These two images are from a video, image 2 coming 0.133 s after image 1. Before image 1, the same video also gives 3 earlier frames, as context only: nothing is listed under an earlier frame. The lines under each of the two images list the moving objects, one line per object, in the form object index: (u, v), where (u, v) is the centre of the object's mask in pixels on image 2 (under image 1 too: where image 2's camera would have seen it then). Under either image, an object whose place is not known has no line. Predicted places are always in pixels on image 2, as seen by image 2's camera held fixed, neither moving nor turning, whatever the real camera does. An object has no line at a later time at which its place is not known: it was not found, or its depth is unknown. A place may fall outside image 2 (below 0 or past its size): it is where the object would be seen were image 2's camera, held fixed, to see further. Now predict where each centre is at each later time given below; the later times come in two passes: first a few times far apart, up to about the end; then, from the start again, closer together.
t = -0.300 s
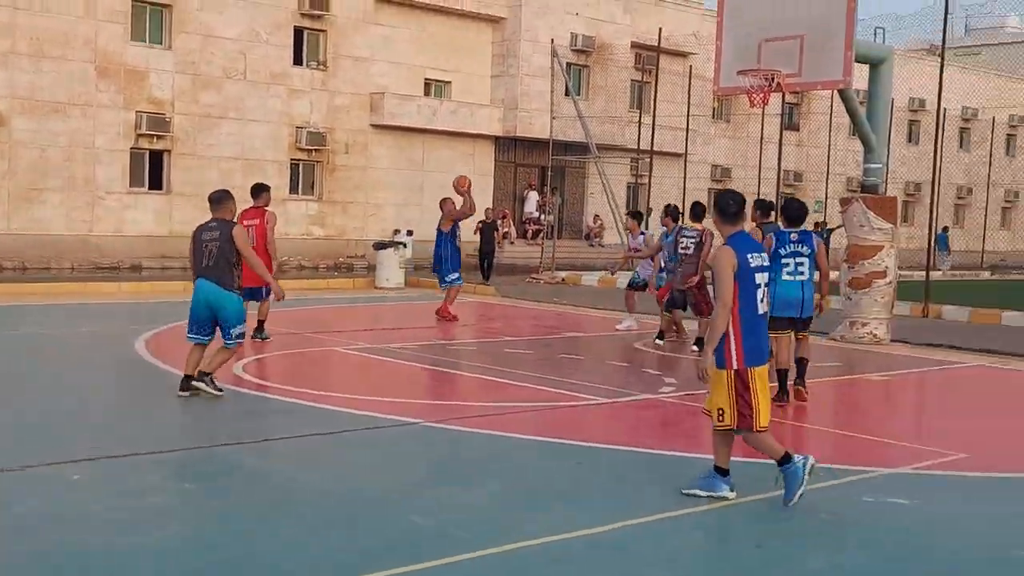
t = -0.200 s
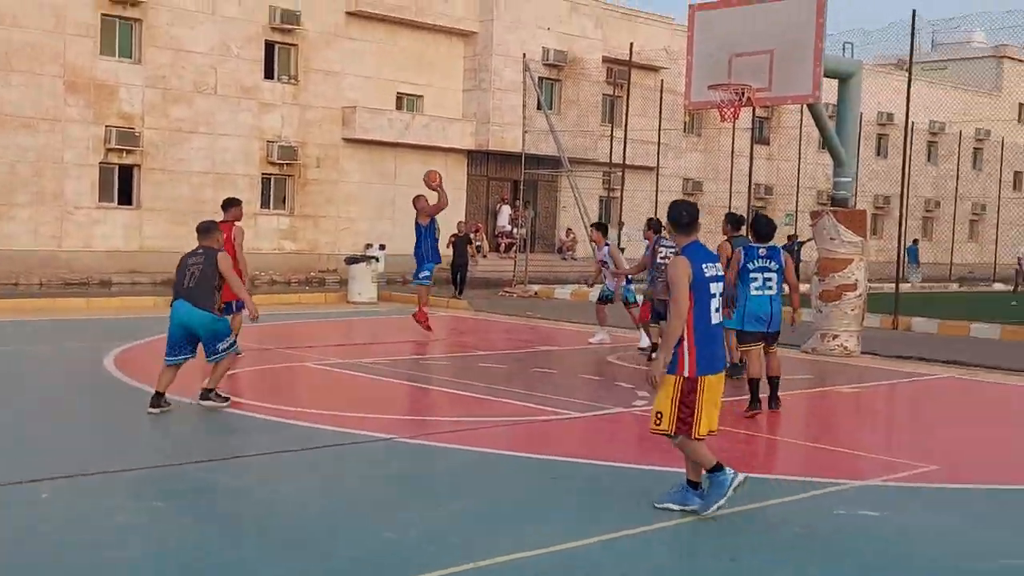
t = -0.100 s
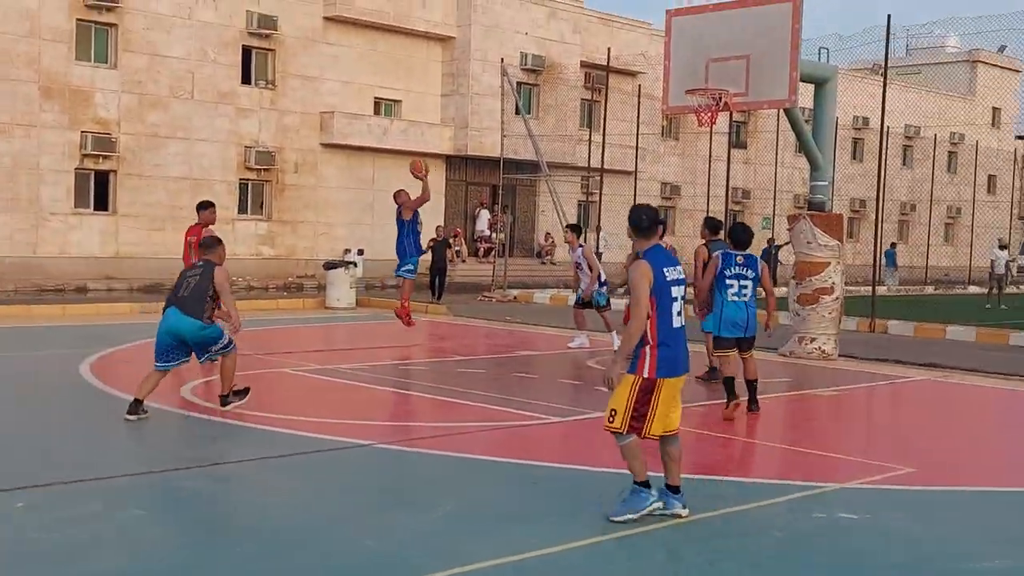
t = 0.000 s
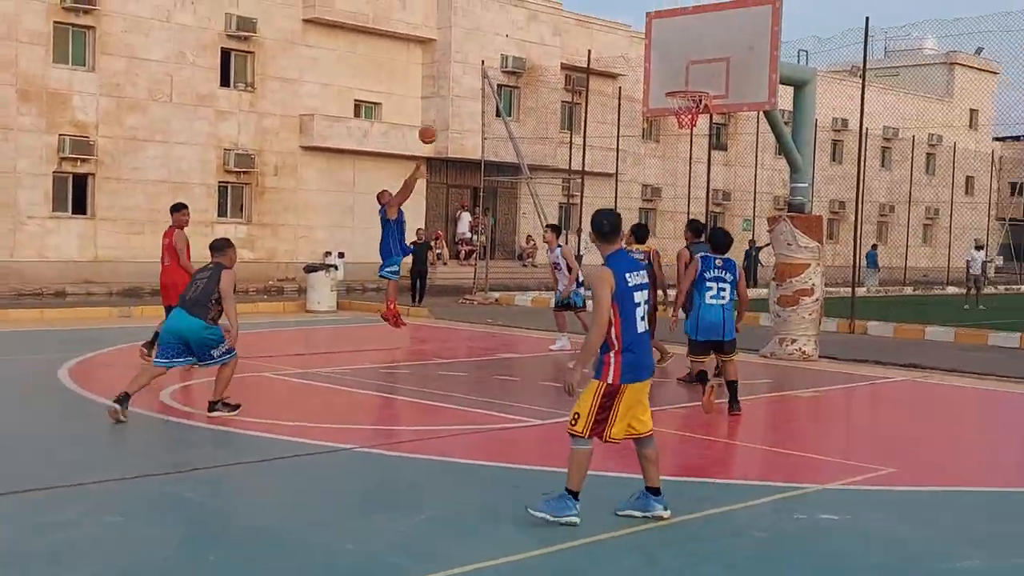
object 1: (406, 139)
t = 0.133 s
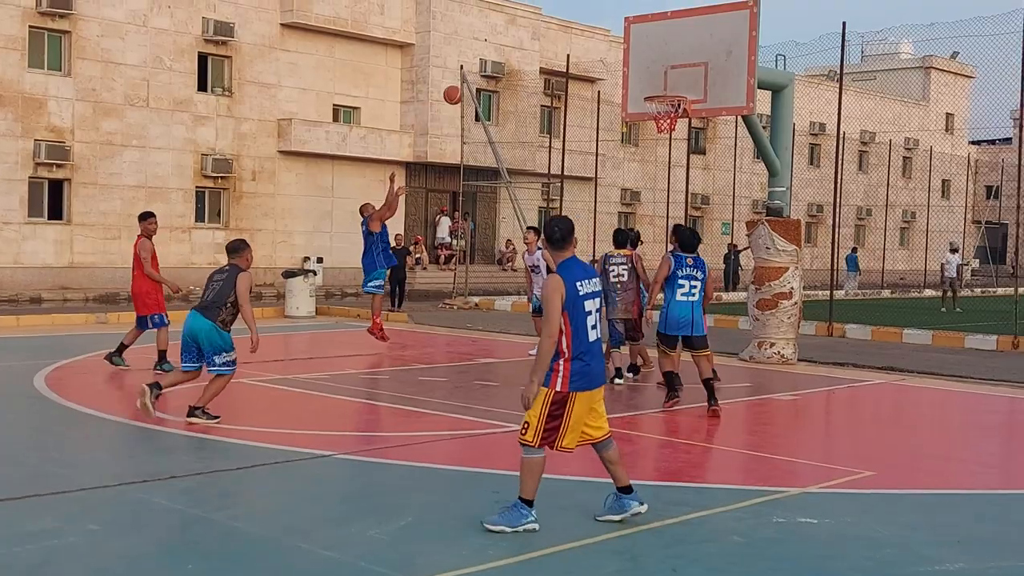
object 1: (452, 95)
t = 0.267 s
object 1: (499, 65)
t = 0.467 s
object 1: (572, 43)
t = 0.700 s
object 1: (646, 58)
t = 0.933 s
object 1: (666, 110)
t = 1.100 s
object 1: (654, 149)
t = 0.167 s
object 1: (464, 86)
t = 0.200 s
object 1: (475, 78)
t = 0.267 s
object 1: (499, 65)
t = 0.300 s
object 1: (512, 59)
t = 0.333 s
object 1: (524, 54)
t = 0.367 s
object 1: (536, 50)
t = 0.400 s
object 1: (548, 47)
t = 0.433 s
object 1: (560, 45)
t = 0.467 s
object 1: (572, 43)
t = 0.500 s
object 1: (584, 43)
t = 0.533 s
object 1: (596, 43)
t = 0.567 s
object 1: (608, 45)
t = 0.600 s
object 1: (620, 47)
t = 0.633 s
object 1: (632, 50)
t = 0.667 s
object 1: (643, 54)
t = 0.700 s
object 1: (646, 58)
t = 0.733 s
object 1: (650, 62)
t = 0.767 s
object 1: (654, 68)
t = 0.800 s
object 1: (657, 74)
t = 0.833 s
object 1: (661, 82)
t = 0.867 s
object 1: (665, 88)
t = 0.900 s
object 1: (666, 103)
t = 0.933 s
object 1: (666, 110)
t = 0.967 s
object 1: (665, 120)
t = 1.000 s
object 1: (662, 124)
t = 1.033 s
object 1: (660, 131)
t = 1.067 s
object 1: (657, 140)
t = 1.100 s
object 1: (654, 149)
